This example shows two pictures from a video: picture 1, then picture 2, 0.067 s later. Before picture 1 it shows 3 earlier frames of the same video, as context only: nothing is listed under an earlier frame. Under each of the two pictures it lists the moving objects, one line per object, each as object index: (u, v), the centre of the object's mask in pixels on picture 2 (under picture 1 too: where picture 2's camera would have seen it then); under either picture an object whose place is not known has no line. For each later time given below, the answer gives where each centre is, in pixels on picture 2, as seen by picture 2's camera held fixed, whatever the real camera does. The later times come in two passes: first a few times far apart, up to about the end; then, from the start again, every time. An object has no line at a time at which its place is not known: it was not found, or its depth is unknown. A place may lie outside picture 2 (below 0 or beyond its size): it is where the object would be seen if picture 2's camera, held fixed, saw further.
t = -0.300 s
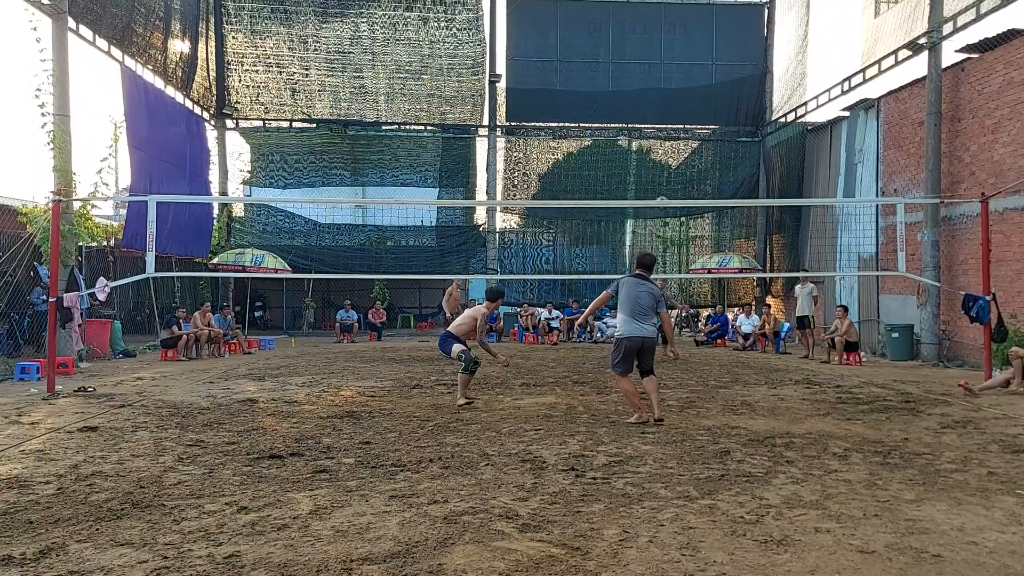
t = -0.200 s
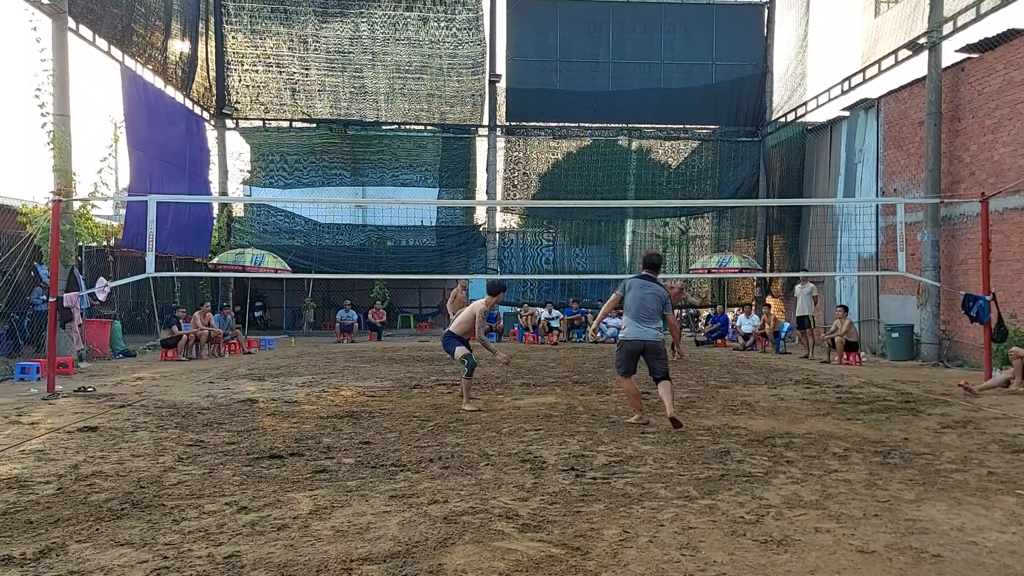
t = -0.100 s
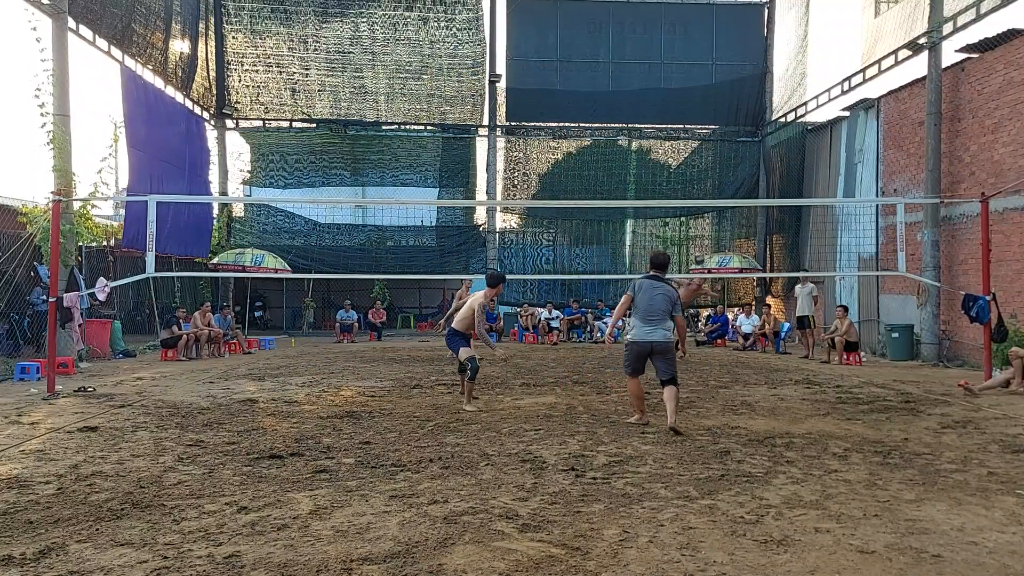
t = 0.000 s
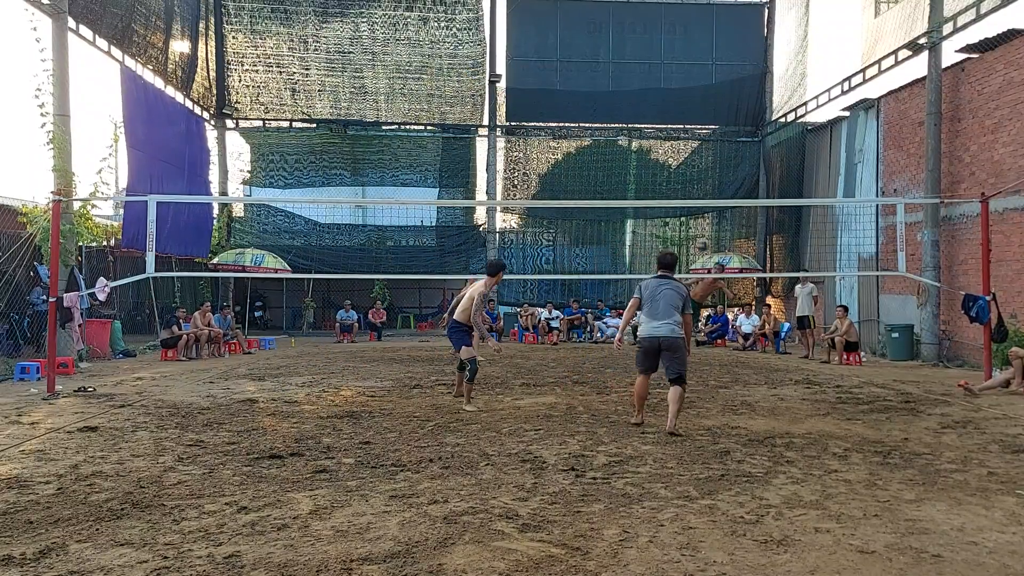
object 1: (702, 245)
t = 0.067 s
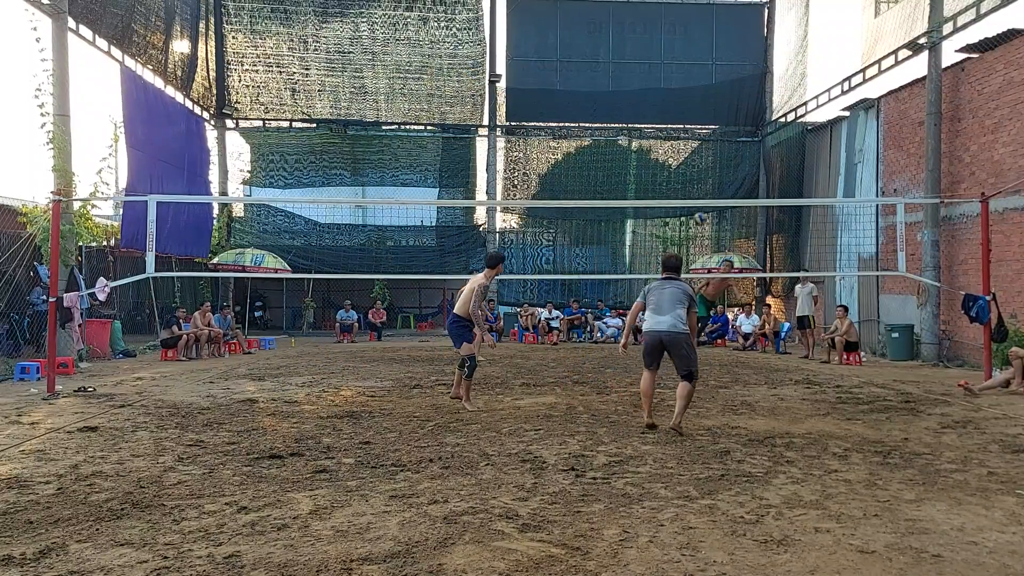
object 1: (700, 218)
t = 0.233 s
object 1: (692, 162)
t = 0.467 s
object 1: (677, 99)
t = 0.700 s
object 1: (657, 68)
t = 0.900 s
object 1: (634, 76)
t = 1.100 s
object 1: (604, 129)
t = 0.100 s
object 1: (699, 210)
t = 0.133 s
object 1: (698, 194)
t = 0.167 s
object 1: (695, 183)
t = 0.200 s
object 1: (694, 172)
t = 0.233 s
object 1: (692, 162)
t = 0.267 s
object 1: (690, 152)
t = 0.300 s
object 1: (688, 141)
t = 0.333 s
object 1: (686, 131)
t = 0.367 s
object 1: (684, 122)
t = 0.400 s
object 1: (682, 114)
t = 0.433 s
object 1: (680, 107)
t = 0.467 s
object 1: (677, 99)
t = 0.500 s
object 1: (675, 93)
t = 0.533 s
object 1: (672, 87)
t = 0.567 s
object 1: (669, 81)
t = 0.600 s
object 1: (666, 77)
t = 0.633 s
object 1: (663, 73)
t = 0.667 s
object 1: (660, 70)
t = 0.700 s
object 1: (657, 68)
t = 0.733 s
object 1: (654, 66)
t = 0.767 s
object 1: (650, 66)
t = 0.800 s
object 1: (646, 67)
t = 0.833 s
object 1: (642, 69)
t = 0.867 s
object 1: (638, 72)
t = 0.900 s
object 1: (634, 76)
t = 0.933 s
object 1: (630, 81)
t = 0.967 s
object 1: (625, 87)
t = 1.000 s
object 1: (620, 95)
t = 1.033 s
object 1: (615, 105)
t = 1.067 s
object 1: (610, 116)
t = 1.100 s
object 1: (604, 129)
